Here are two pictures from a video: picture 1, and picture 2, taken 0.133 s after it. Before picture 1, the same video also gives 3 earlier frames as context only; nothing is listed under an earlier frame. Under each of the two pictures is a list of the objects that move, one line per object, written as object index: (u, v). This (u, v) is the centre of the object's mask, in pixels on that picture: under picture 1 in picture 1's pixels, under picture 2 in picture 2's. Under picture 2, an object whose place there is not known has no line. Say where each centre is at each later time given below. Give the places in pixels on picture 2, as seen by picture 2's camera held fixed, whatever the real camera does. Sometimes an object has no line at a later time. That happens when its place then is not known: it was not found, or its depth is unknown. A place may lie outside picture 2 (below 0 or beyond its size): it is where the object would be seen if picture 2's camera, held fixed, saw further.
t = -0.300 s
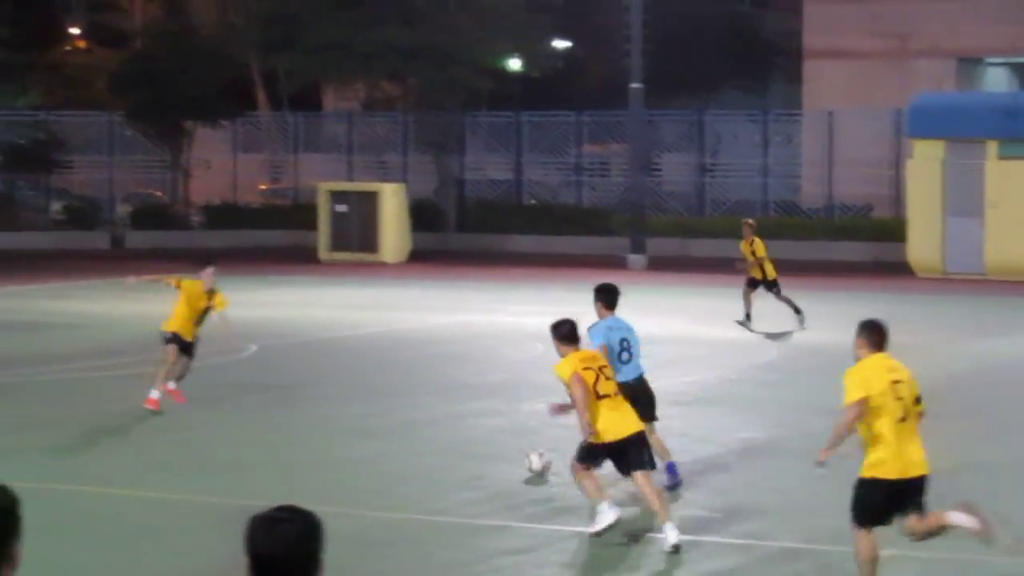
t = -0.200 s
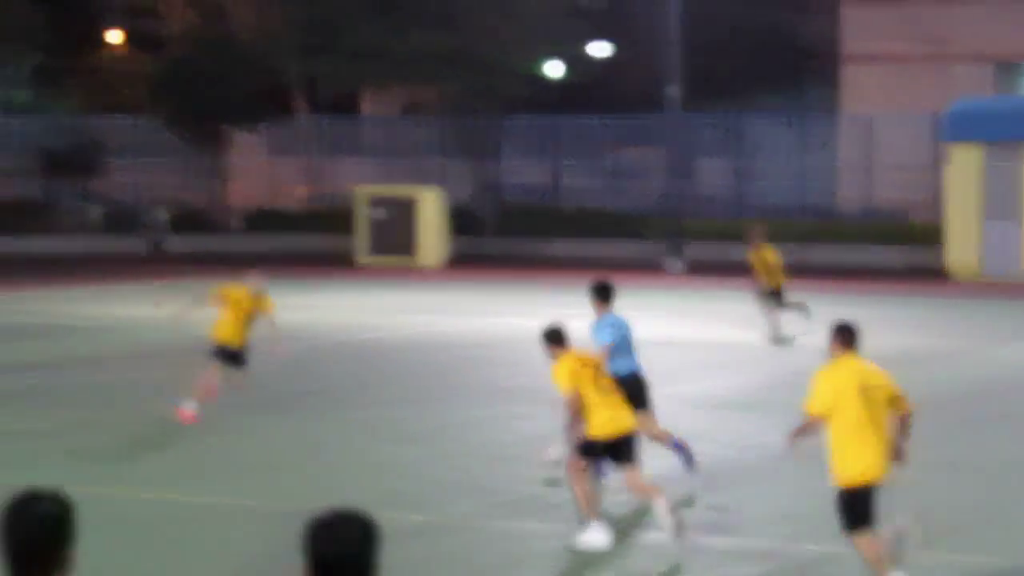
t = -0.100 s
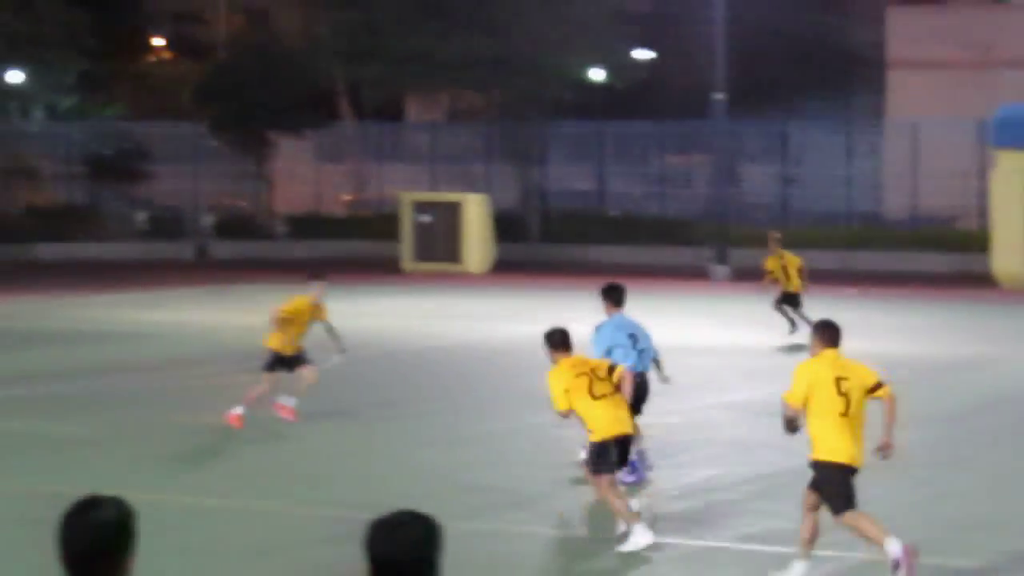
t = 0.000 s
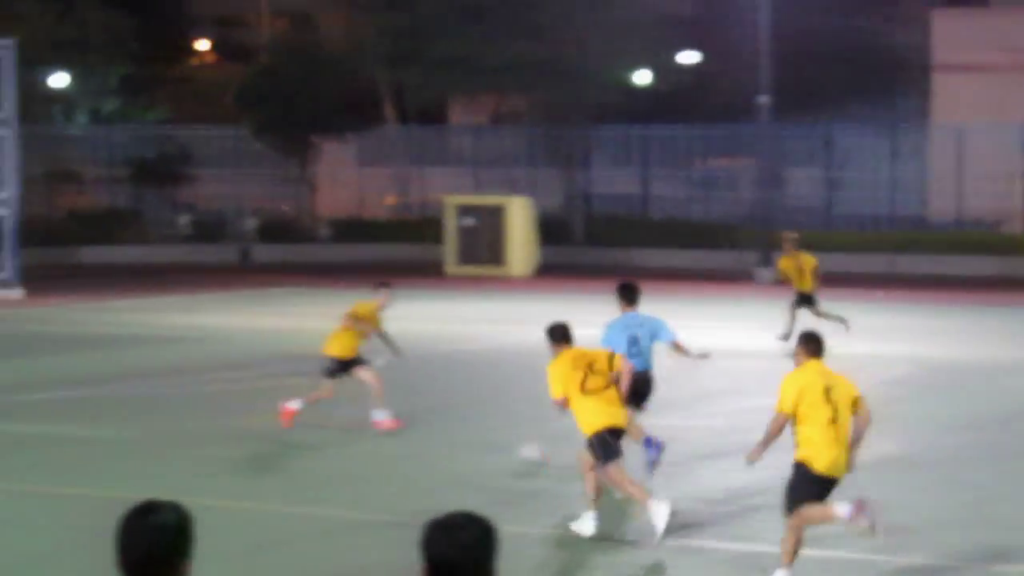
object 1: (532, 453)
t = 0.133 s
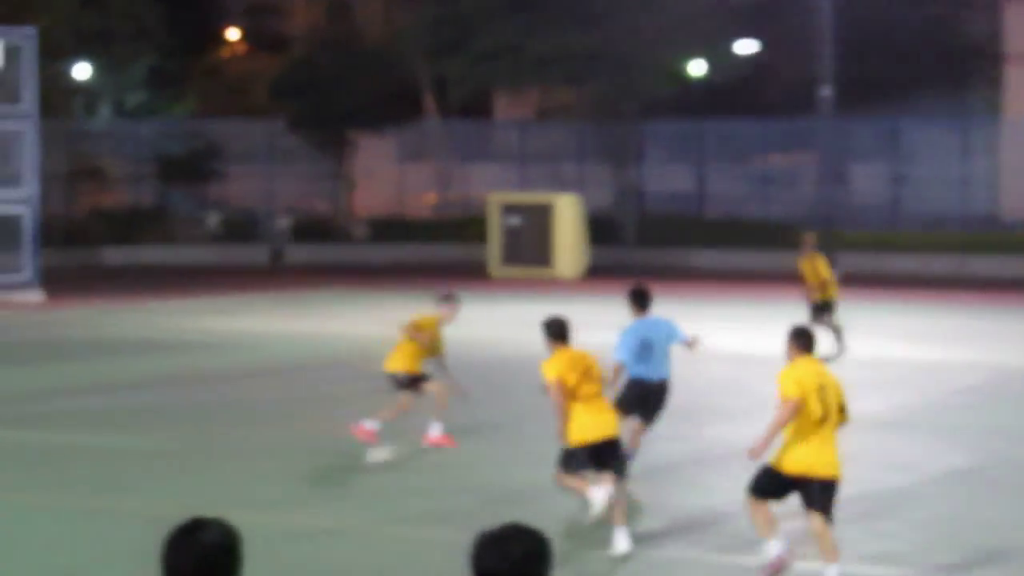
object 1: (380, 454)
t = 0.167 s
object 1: (341, 448)
